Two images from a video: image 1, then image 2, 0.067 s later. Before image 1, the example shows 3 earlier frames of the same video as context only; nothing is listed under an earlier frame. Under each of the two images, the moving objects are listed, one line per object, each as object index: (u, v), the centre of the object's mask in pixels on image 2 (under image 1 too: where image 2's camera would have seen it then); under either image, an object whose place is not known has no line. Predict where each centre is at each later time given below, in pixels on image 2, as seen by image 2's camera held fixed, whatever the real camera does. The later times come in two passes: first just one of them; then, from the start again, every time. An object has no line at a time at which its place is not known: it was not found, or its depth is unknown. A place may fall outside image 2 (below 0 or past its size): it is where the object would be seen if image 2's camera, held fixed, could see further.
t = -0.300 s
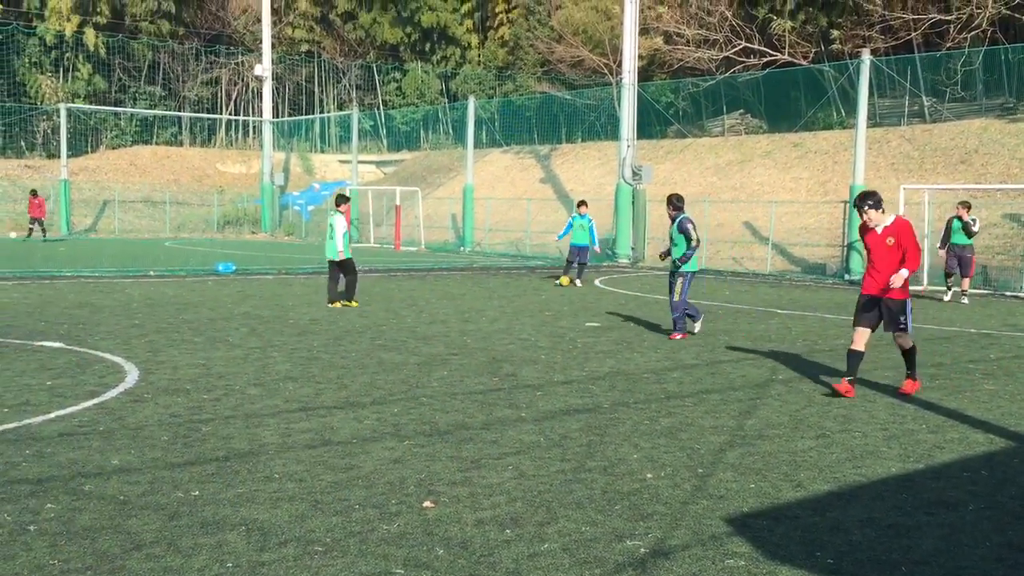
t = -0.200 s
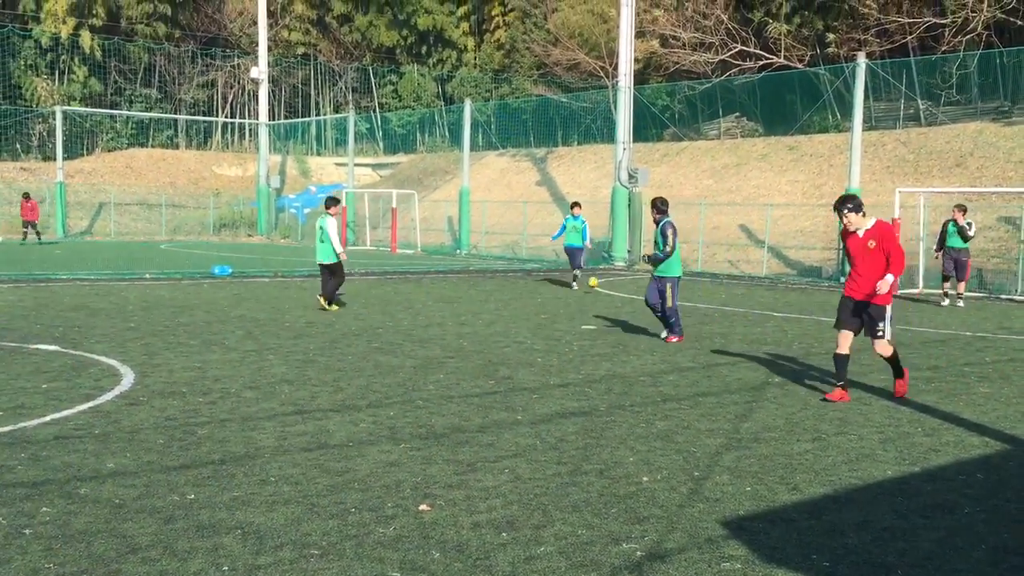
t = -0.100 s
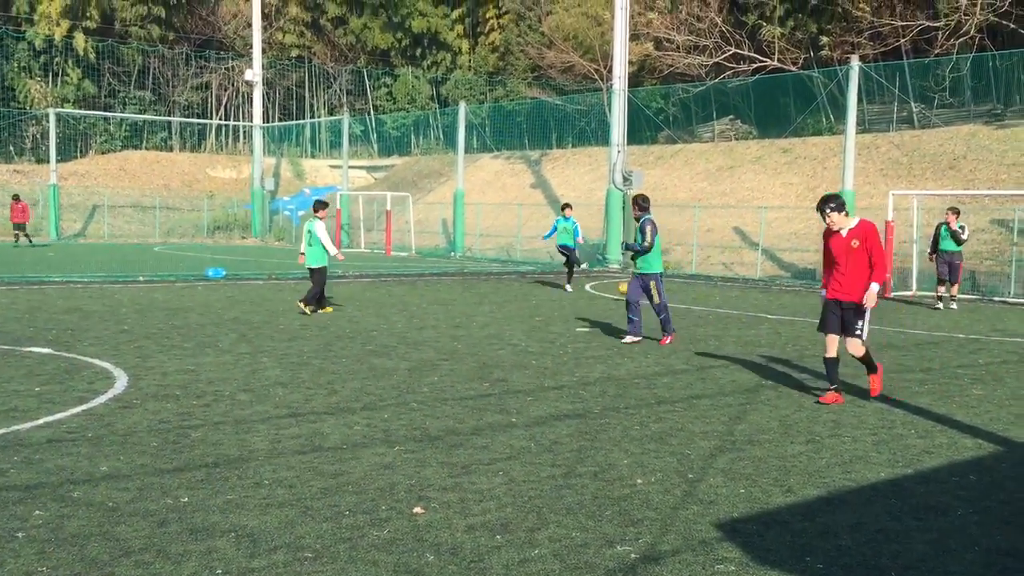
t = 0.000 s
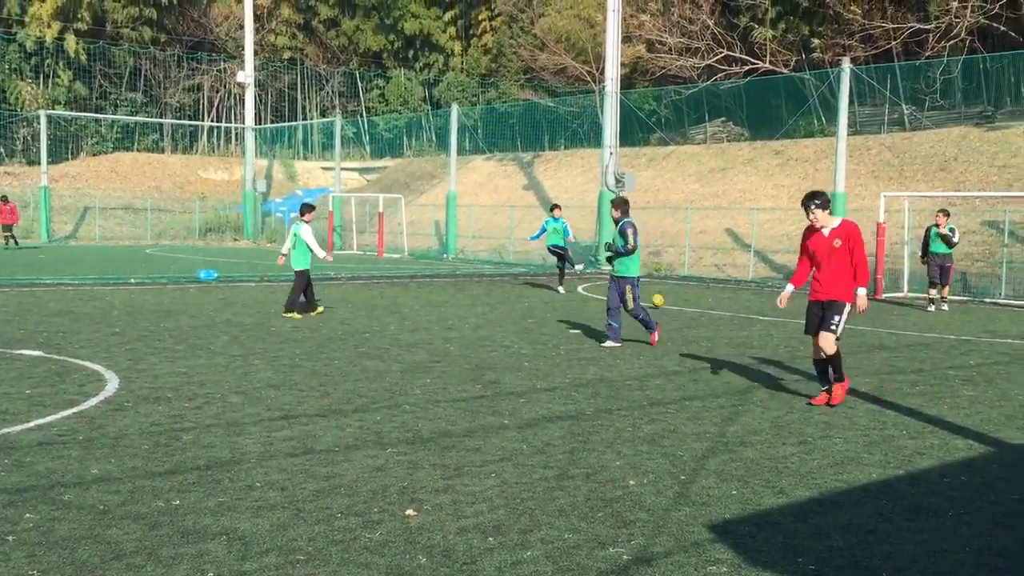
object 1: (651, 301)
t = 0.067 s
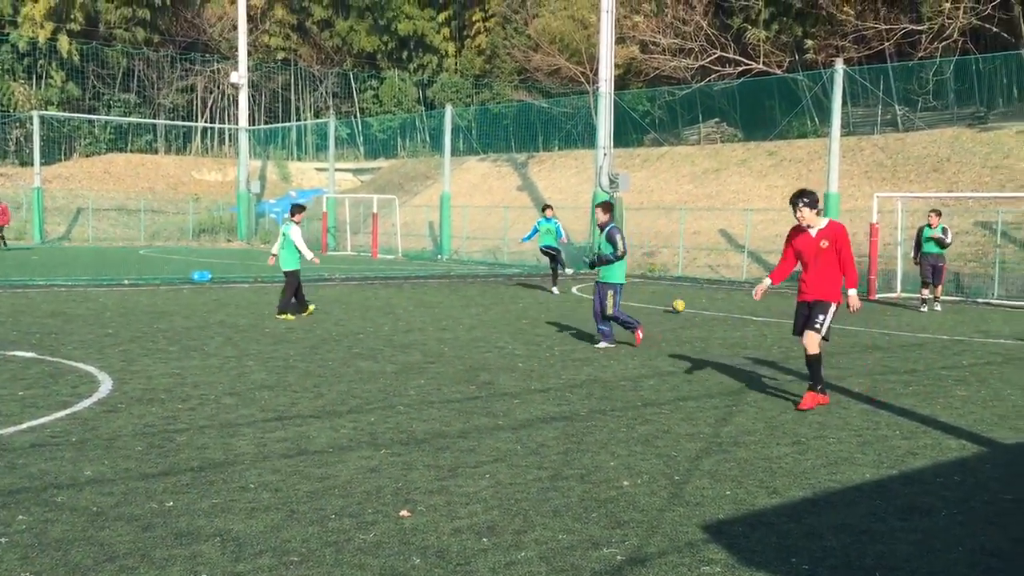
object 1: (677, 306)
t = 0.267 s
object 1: (759, 311)
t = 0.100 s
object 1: (690, 305)
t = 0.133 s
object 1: (704, 304)
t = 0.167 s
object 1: (717, 304)
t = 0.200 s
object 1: (731, 306)
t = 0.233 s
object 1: (744, 308)
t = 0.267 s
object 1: (759, 311)
